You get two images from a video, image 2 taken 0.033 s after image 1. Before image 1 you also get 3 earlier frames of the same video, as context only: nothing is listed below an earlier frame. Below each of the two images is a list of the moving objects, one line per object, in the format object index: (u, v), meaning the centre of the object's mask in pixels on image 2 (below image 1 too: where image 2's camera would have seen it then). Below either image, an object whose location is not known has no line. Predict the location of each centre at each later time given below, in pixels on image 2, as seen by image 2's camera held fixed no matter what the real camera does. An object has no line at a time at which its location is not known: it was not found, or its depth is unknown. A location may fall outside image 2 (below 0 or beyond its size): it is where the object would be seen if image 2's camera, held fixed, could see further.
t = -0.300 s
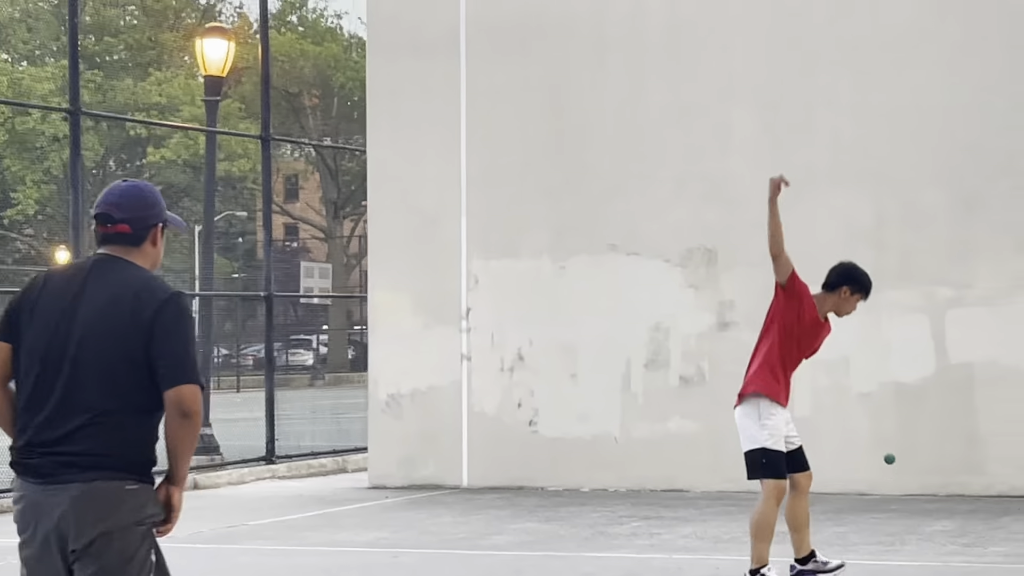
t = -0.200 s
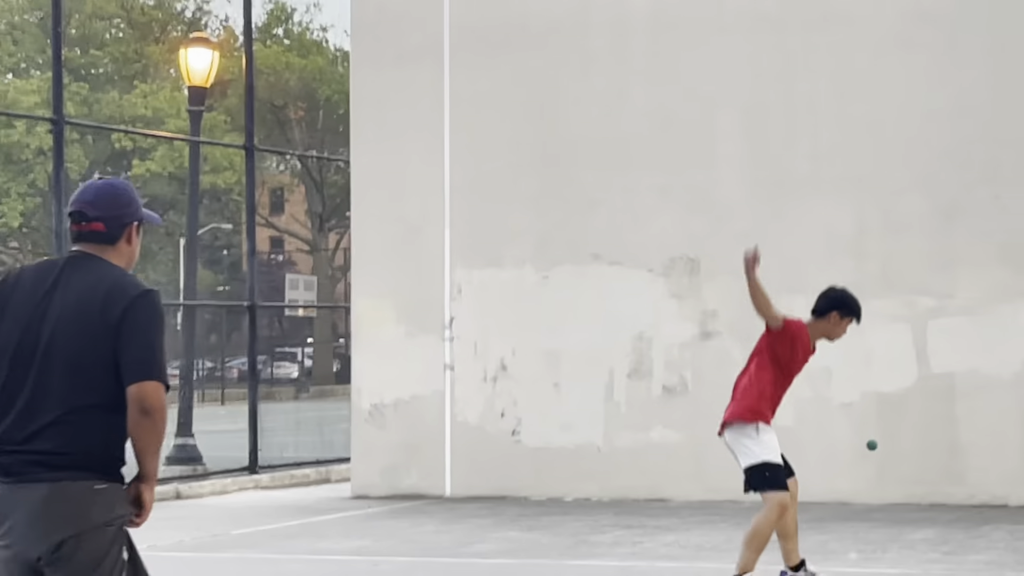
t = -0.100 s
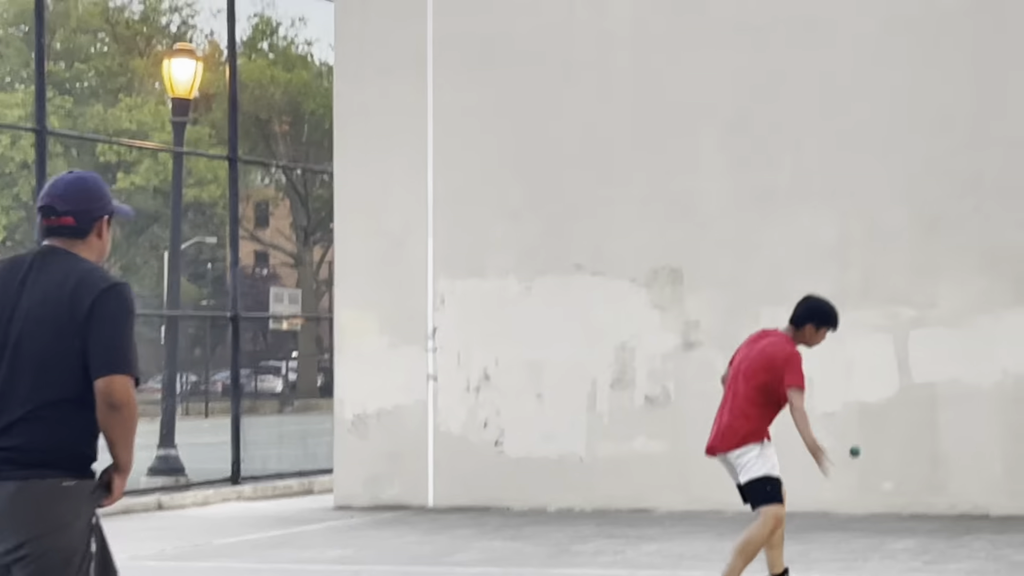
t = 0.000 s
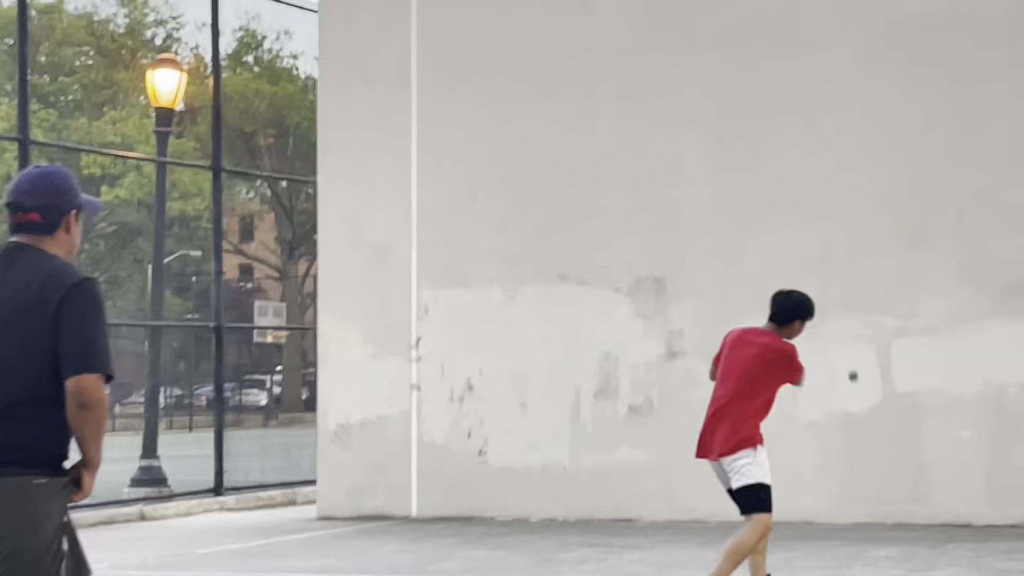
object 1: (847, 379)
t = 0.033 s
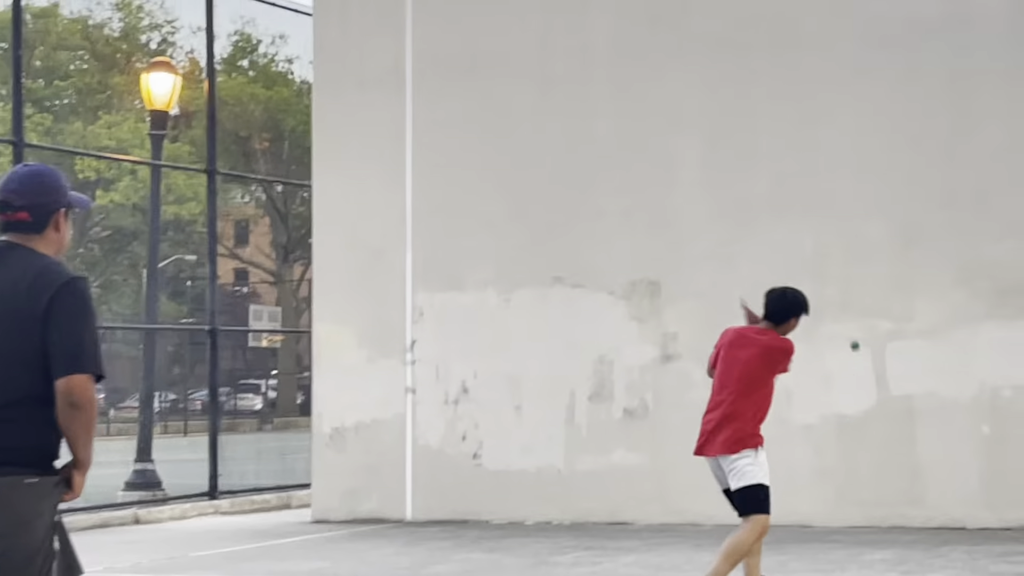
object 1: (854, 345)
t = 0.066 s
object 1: (861, 318)
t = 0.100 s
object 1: (867, 294)
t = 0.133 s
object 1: (872, 275)
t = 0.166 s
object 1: (877, 259)
